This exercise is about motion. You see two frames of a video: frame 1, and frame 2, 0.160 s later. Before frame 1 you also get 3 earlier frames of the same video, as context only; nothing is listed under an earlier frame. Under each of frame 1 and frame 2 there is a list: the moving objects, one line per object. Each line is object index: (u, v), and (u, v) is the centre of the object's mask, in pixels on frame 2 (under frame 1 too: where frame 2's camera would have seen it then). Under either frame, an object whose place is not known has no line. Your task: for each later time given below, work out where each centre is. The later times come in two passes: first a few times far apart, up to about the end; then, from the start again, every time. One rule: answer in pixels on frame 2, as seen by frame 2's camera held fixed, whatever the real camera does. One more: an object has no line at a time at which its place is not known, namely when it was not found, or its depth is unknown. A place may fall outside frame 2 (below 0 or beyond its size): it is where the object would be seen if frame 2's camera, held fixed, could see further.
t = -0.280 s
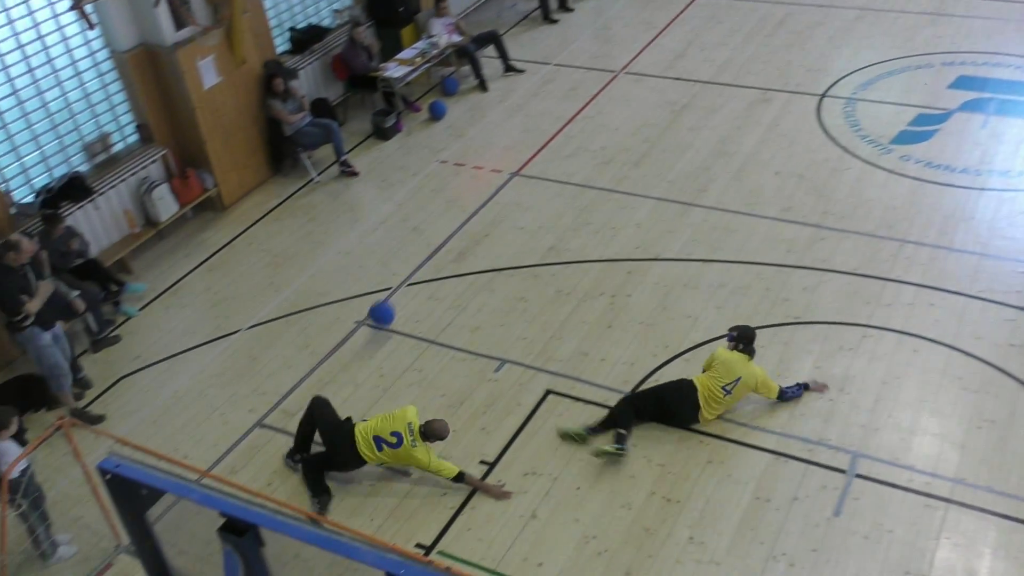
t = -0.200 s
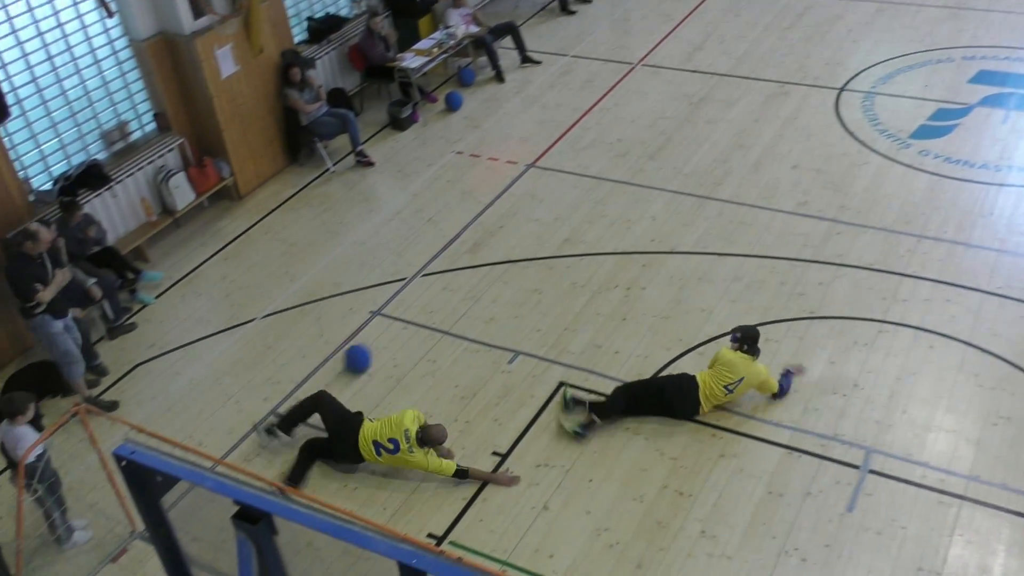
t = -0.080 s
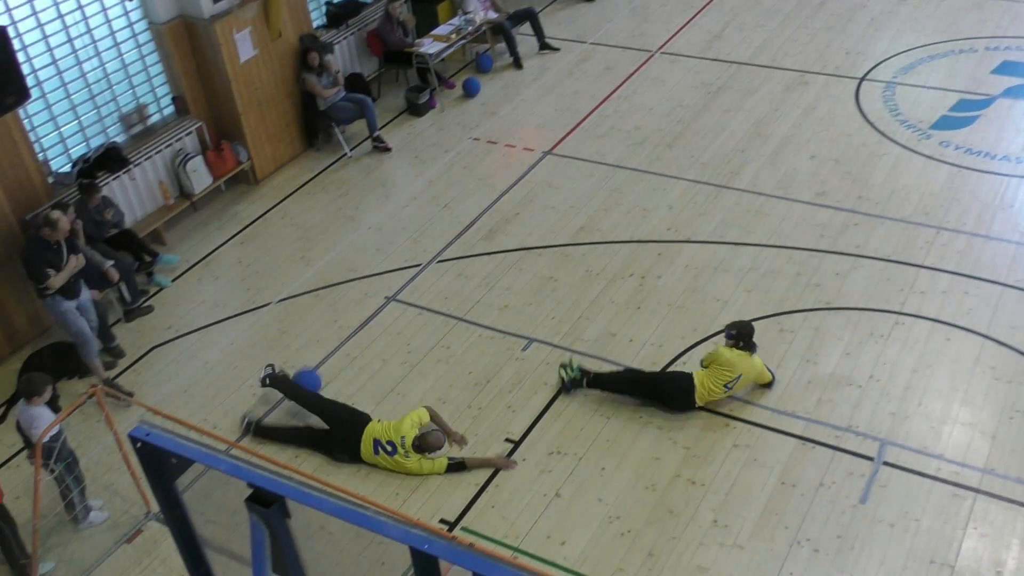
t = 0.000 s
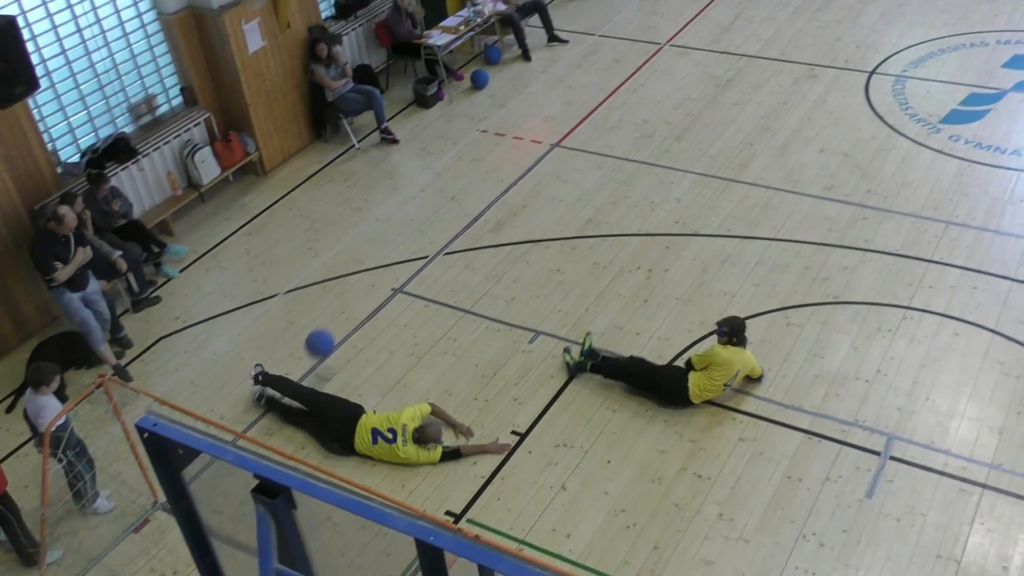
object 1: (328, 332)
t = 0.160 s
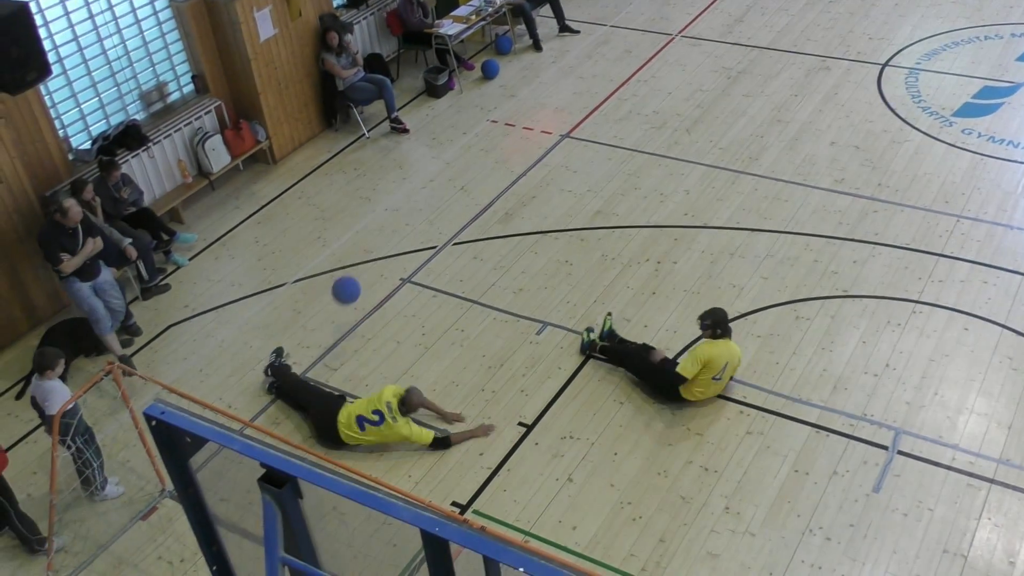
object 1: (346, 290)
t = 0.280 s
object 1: (363, 274)
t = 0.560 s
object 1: (403, 280)
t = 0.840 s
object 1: (403, 259)
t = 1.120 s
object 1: (404, 253)
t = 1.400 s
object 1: (403, 247)
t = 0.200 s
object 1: (351, 283)
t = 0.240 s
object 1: (357, 278)
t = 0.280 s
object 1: (363, 274)
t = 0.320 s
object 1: (369, 272)
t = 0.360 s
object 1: (375, 271)
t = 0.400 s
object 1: (381, 272)
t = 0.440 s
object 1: (388, 274)
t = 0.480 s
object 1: (395, 277)
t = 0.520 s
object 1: (402, 282)
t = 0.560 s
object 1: (403, 280)
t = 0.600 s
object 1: (402, 273)
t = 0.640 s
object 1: (402, 268)
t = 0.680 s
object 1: (401, 263)
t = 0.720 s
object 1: (401, 260)
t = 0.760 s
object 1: (402, 258)
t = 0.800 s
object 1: (402, 258)
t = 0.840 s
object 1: (403, 259)
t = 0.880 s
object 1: (404, 262)
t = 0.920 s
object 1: (405, 266)
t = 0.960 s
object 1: (404, 261)
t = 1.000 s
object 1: (404, 257)
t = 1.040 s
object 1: (403, 255)
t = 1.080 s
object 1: (404, 253)
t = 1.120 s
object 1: (404, 253)
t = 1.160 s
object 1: (404, 255)
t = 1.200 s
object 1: (404, 253)
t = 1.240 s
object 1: (404, 250)
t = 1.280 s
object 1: (404, 249)
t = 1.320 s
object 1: (404, 250)
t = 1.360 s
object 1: (404, 249)
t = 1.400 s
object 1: (403, 247)
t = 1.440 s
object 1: (404, 246)
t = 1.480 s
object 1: (404, 245)
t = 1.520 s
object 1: (404, 243)
